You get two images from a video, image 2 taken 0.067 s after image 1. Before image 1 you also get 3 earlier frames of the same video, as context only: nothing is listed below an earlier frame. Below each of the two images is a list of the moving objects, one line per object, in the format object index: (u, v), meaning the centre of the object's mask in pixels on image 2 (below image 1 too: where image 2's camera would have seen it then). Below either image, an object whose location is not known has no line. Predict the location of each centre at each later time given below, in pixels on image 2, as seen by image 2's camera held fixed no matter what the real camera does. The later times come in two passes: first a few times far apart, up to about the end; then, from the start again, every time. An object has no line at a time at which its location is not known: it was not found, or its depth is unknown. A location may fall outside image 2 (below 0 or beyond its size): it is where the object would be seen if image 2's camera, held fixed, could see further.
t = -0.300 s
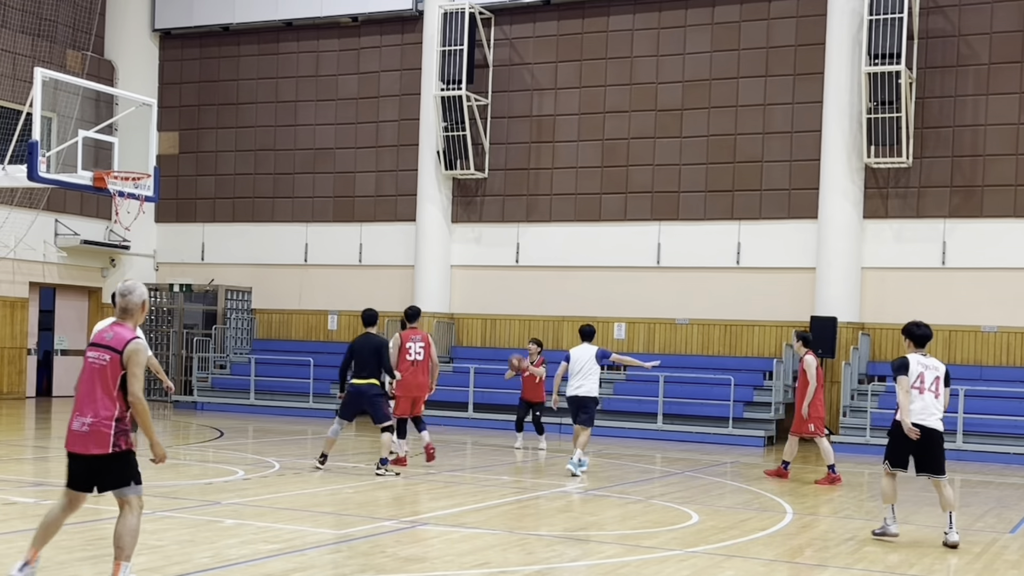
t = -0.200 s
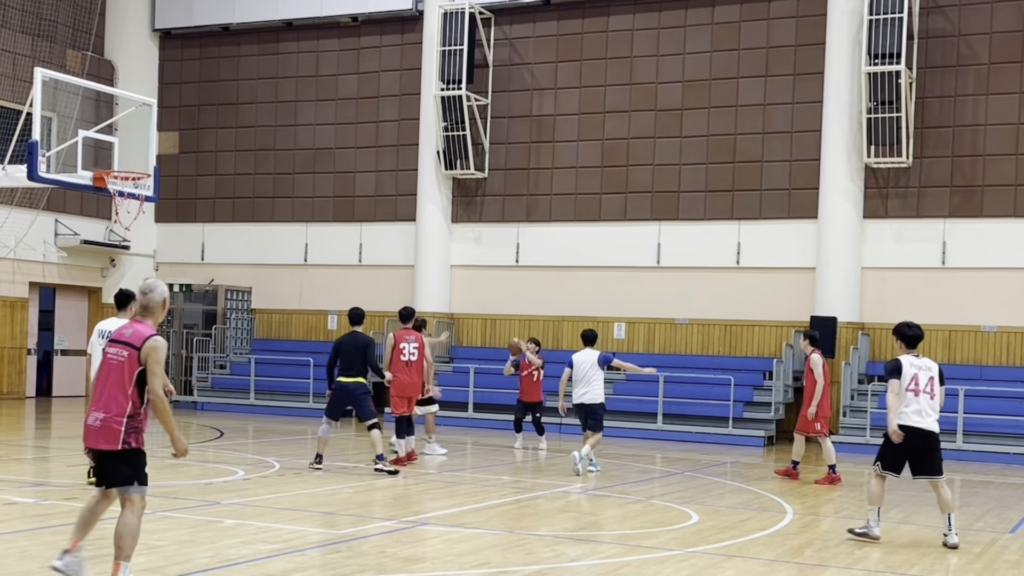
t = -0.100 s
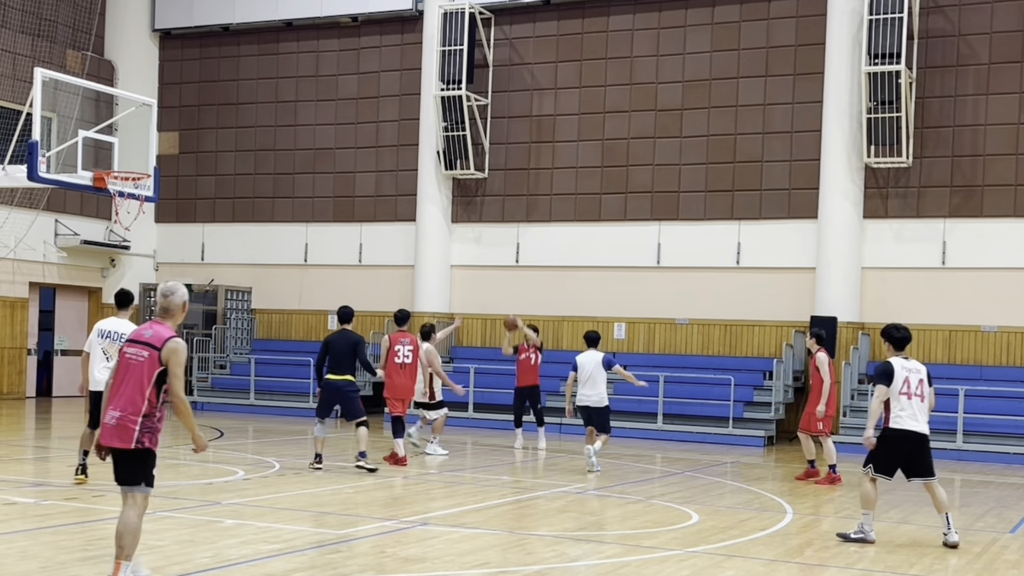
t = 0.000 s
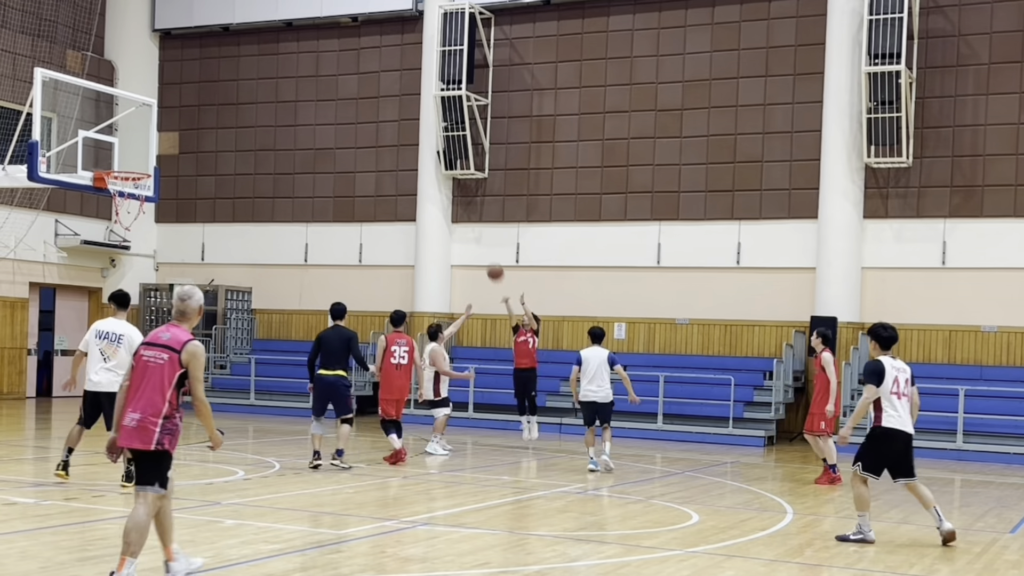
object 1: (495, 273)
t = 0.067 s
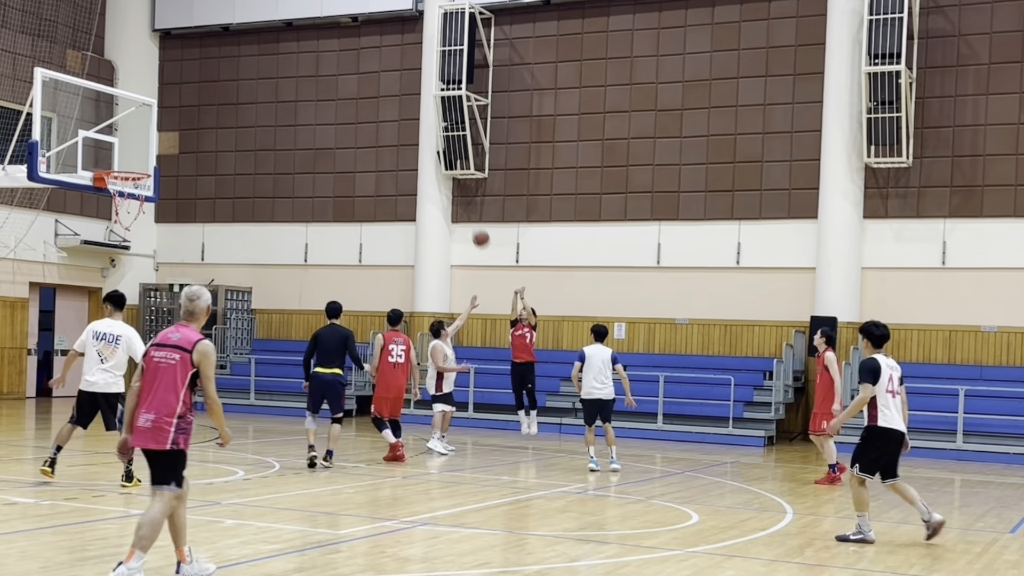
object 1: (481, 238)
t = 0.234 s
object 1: (444, 165)
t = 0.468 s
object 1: (387, 88)
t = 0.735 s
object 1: (313, 49)
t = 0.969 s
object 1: (241, 62)
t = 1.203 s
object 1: (163, 125)
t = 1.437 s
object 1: (118, 226)
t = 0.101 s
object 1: (473, 221)
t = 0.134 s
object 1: (466, 206)
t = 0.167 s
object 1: (460, 193)
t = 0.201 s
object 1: (452, 179)
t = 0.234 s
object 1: (444, 165)
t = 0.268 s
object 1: (436, 152)
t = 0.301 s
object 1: (428, 139)
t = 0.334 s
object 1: (420, 127)
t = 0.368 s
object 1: (412, 116)
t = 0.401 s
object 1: (404, 107)
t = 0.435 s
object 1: (395, 98)
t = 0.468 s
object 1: (387, 88)
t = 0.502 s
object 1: (377, 81)
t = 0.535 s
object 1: (368, 74)
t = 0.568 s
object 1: (360, 67)
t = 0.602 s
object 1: (351, 62)
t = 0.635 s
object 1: (341, 57)
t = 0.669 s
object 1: (332, 54)
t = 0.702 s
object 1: (323, 50)
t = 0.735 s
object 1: (313, 49)
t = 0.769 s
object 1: (303, 47)
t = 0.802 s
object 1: (292, 48)
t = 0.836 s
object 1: (283, 48)
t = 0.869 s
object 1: (272, 50)
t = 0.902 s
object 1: (262, 53)
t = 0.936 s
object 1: (252, 56)
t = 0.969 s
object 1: (241, 62)
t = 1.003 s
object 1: (230, 68)
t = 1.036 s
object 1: (219, 74)
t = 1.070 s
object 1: (208, 83)
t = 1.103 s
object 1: (196, 91)
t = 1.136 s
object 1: (185, 101)
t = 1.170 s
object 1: (174, 112)
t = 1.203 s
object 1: (163, 125)
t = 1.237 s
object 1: (149, 140)
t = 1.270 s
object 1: (137, 155)
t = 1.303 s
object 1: (124, 166)
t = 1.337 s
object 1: (119, 187)
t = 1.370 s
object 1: (118, 200)
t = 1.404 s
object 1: (118, 211)
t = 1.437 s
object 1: (118, 226)
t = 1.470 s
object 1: (118, 240)
